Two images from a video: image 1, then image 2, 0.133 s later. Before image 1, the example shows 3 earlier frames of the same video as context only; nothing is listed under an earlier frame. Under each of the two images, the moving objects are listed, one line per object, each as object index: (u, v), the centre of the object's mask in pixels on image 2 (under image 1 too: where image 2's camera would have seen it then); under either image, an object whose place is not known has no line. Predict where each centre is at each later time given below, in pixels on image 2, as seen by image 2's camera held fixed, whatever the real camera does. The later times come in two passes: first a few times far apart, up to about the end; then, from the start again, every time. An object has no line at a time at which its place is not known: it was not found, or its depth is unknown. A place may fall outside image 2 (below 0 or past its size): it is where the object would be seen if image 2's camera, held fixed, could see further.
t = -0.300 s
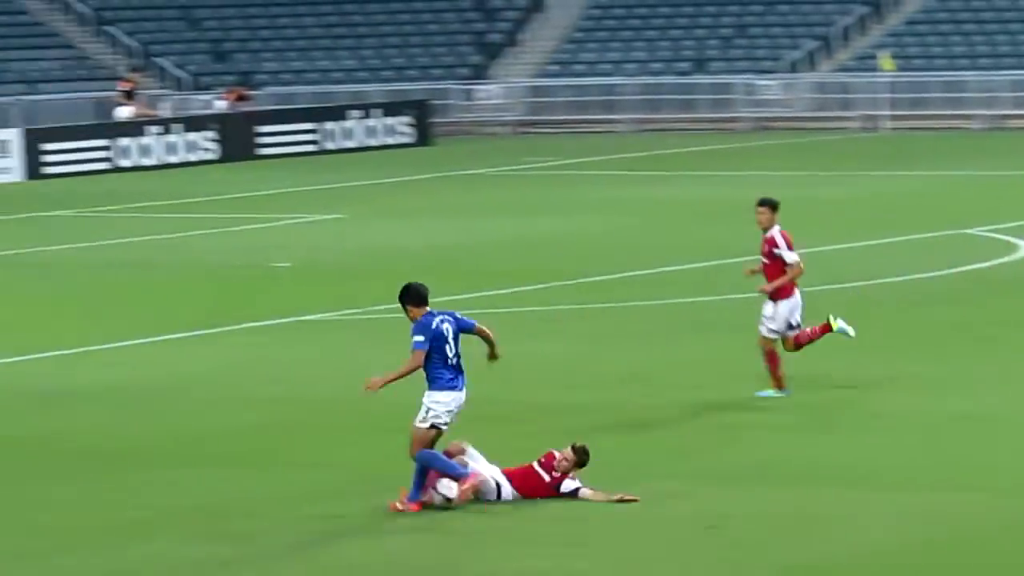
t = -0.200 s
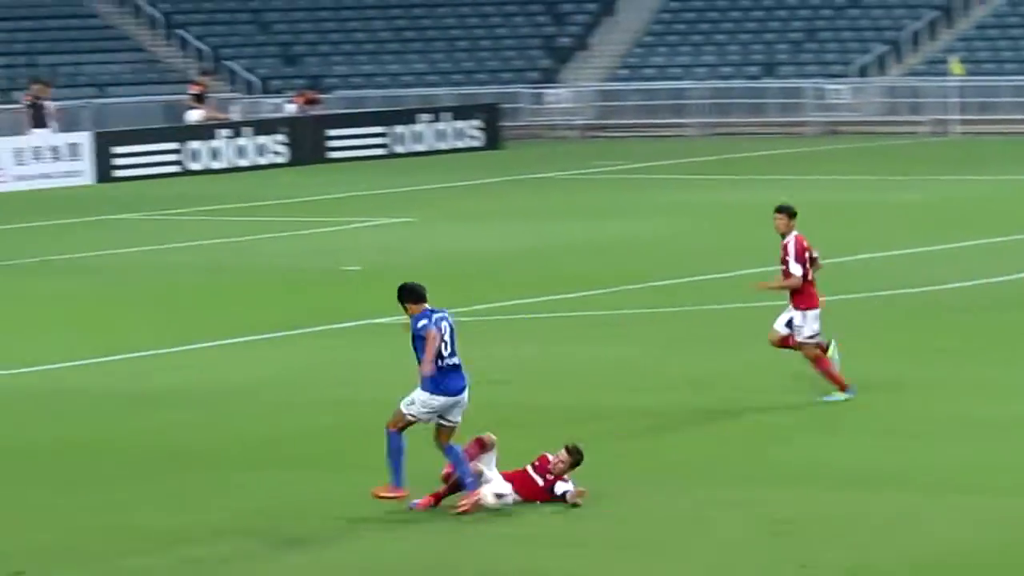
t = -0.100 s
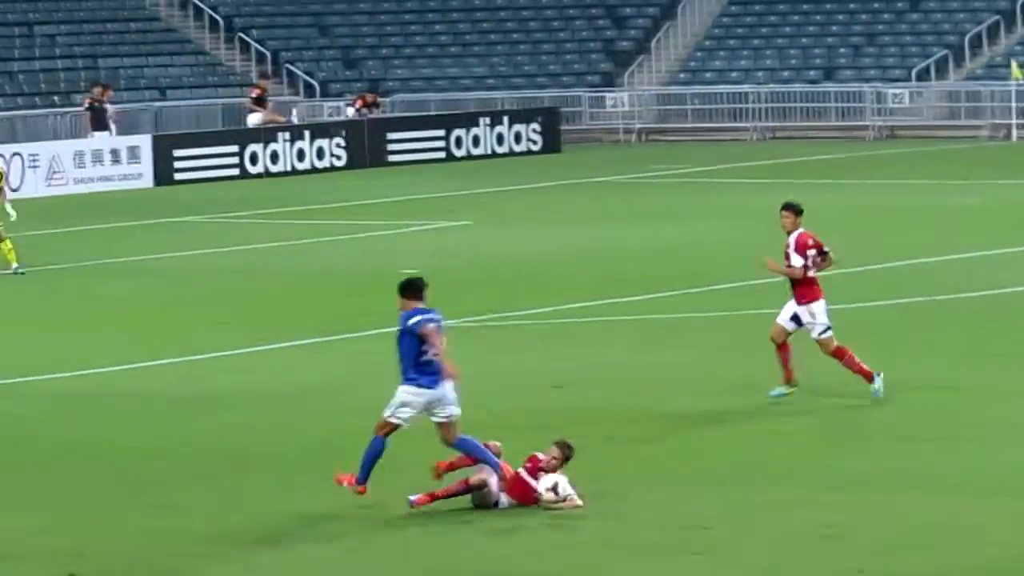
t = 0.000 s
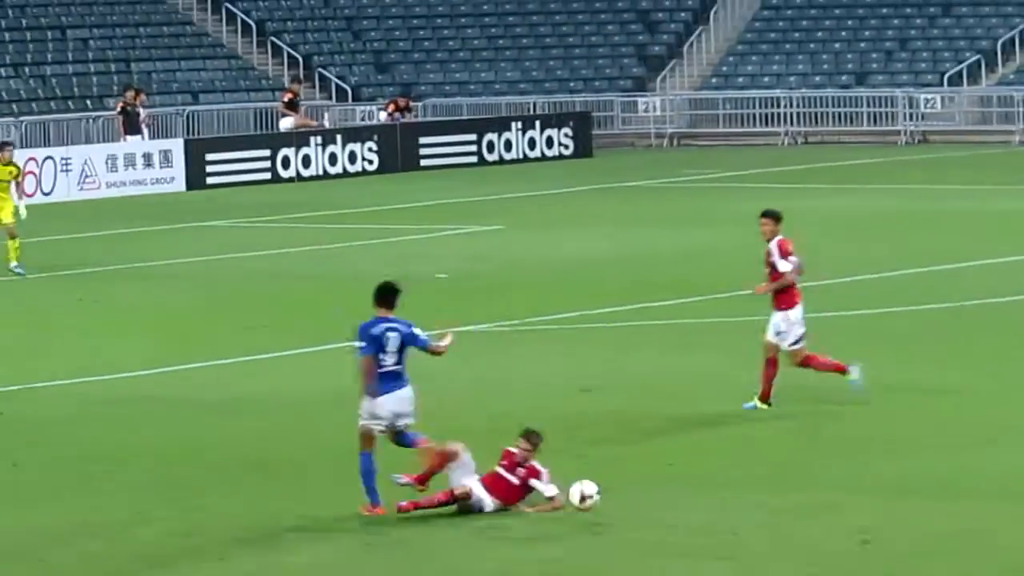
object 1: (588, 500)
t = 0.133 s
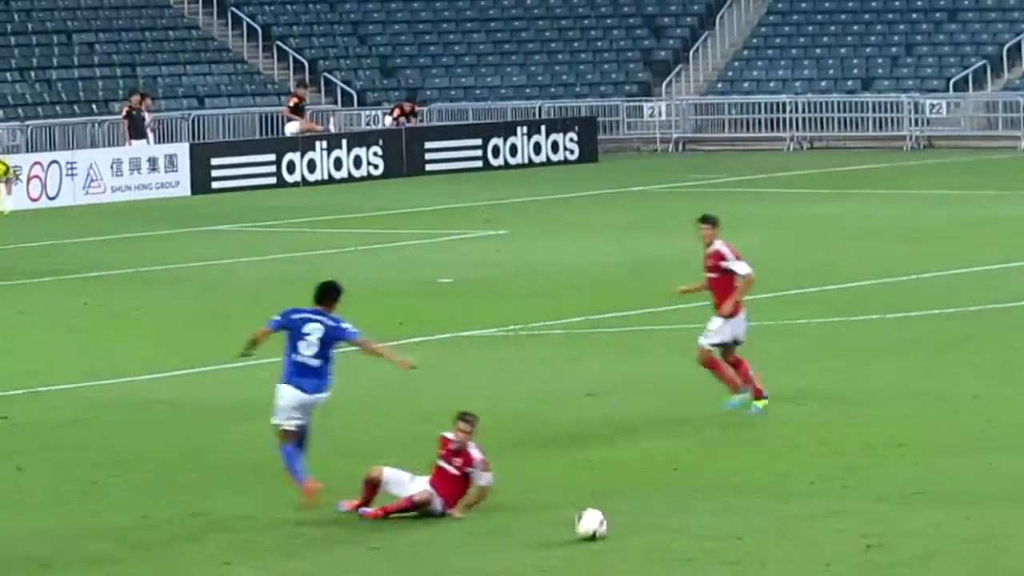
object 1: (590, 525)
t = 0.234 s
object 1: (585, 519)
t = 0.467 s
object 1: (570, 532)
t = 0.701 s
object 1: (556, 541)
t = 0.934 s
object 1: (542, 549)
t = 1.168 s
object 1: (531, 554)
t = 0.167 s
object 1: (590, 525)
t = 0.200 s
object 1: (587, 521)
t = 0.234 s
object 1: (585, 519)
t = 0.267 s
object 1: (582, 519)
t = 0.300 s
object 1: (580, 520)
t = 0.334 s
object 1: (577, 522)
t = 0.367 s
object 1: (576, 527)
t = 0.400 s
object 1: (574, 533)
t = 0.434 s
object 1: (572, 535)
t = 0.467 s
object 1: (570, 532)
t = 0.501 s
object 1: (568, 532)
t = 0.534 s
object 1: (566, 533)
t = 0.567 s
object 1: (564, 534)
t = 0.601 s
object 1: (562, 538)
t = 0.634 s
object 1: (560, 541)
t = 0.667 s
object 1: (558, 540)
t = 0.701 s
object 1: (556, 541)
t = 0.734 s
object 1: (554, 542)
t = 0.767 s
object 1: (552, 544)
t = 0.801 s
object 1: (550, 545)
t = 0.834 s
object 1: (548, 545)
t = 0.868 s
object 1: (546, 546)
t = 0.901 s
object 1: (544, 547)
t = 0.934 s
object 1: (542, 549)
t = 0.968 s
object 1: (541, 549)
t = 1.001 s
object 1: (538, 549)
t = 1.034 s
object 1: (537, 551)
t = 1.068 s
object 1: (535, 551)
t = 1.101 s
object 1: (534, 552)
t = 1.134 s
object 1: (533, 552)
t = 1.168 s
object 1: (531, 554)
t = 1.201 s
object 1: (528, 554)
